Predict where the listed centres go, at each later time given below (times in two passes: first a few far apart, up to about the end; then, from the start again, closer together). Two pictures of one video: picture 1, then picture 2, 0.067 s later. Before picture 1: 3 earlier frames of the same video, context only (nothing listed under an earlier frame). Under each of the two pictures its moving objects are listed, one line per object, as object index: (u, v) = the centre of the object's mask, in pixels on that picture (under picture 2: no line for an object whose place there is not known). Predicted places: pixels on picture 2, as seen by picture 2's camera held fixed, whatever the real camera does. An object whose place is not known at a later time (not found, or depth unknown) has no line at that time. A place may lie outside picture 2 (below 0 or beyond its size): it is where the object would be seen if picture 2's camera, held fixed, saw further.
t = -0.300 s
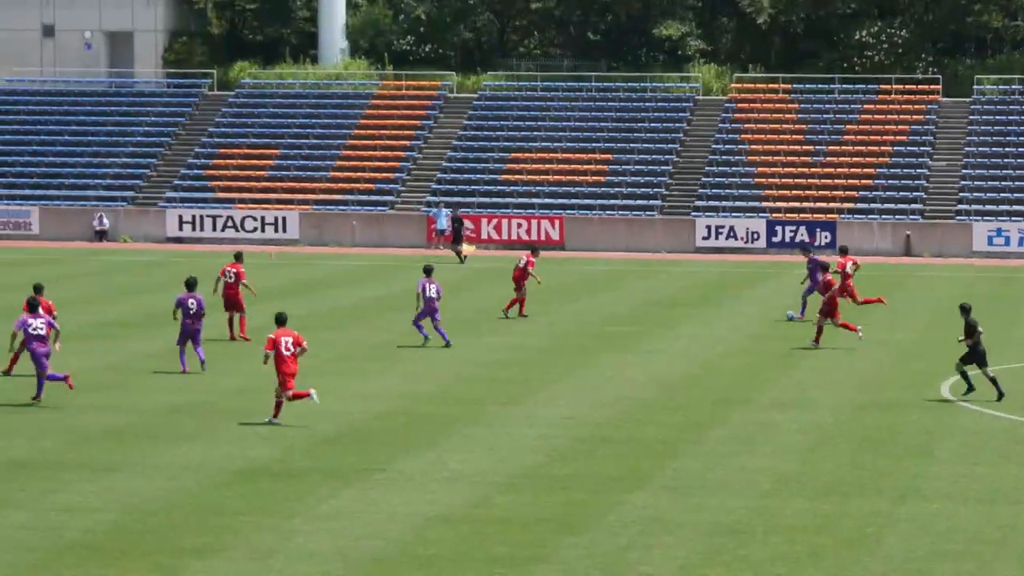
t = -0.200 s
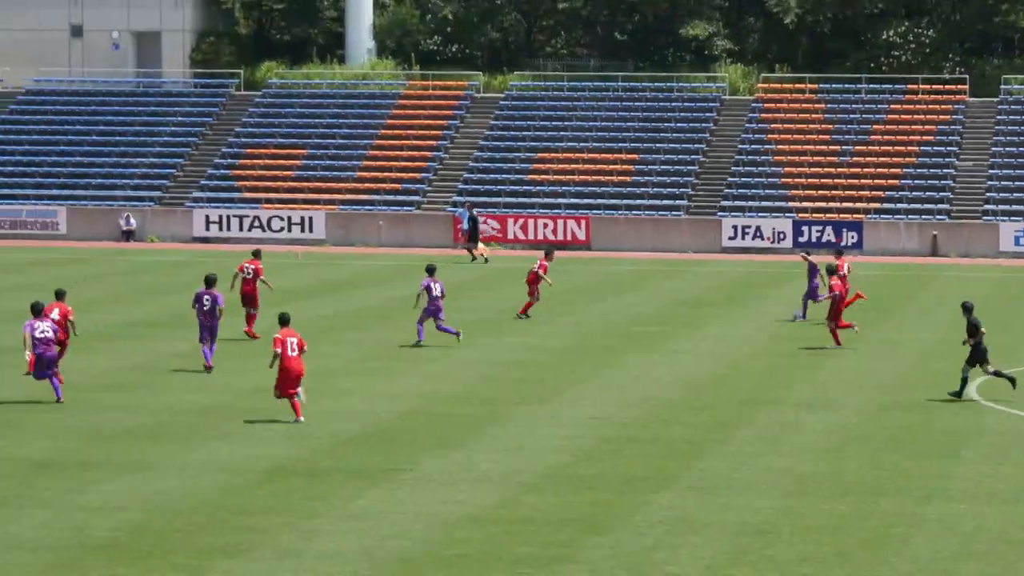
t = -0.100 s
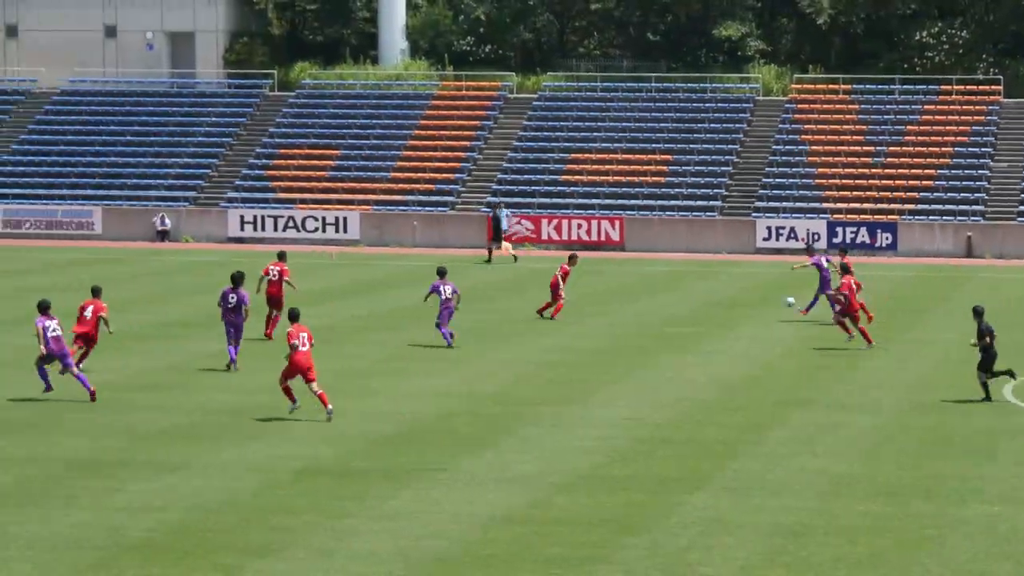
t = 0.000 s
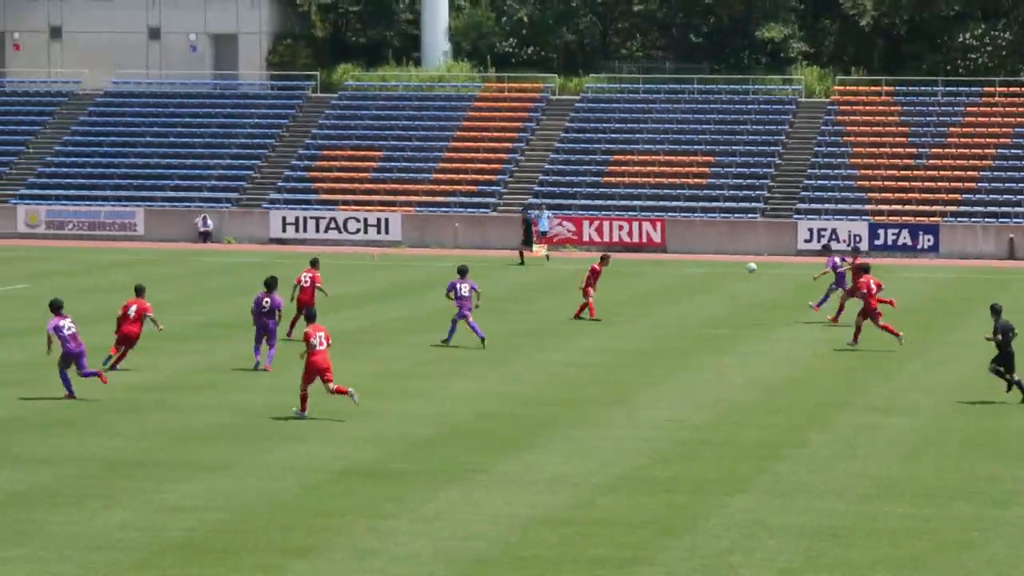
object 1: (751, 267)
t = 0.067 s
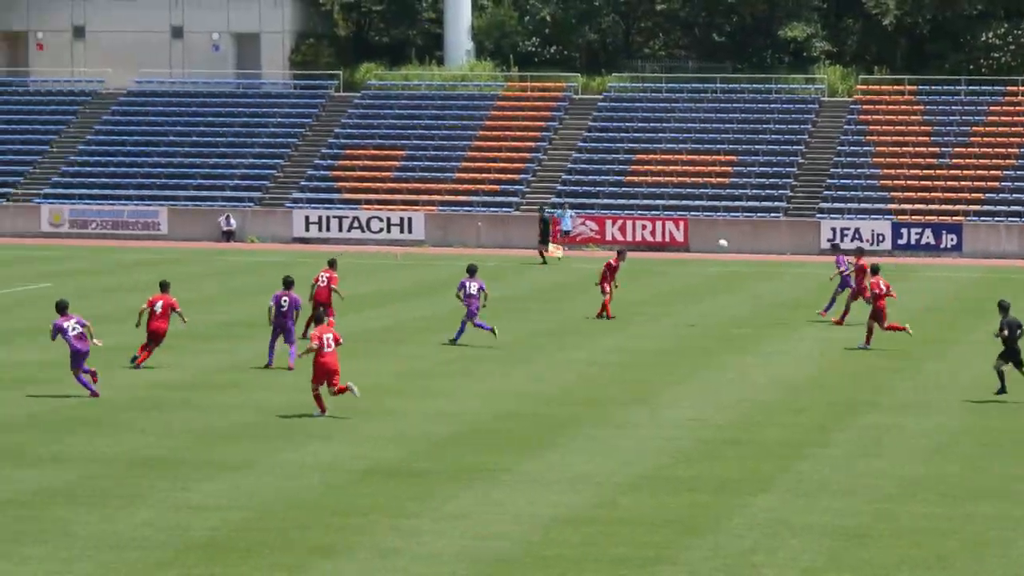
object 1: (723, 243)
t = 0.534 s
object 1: (363, 123)
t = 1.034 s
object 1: (-24, 69)
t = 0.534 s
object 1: (363, 123)
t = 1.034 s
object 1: (-24, 69)
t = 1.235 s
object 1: (-196, 75)
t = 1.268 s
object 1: (-224, 78)
